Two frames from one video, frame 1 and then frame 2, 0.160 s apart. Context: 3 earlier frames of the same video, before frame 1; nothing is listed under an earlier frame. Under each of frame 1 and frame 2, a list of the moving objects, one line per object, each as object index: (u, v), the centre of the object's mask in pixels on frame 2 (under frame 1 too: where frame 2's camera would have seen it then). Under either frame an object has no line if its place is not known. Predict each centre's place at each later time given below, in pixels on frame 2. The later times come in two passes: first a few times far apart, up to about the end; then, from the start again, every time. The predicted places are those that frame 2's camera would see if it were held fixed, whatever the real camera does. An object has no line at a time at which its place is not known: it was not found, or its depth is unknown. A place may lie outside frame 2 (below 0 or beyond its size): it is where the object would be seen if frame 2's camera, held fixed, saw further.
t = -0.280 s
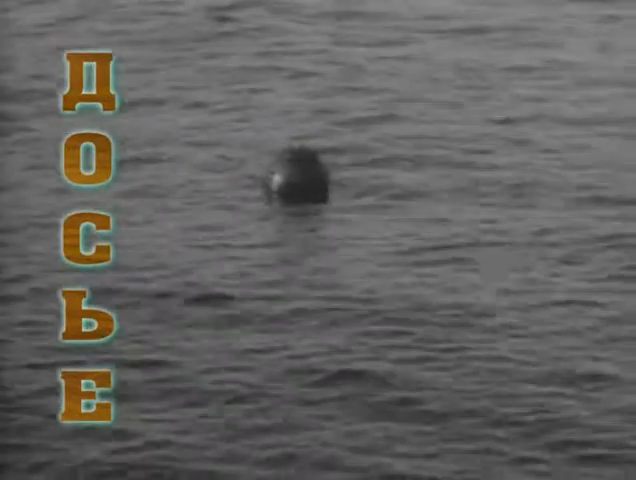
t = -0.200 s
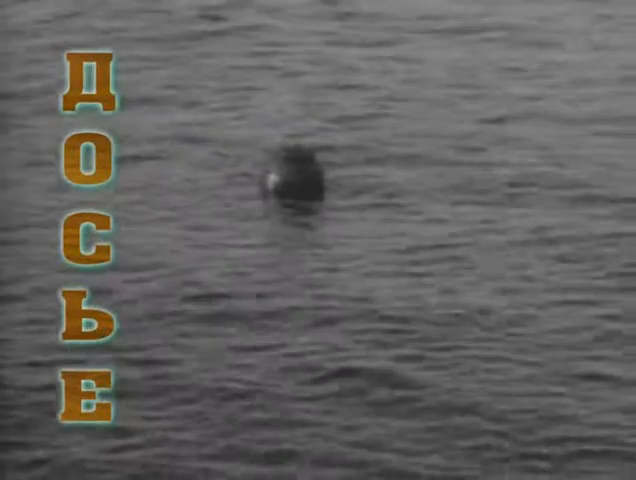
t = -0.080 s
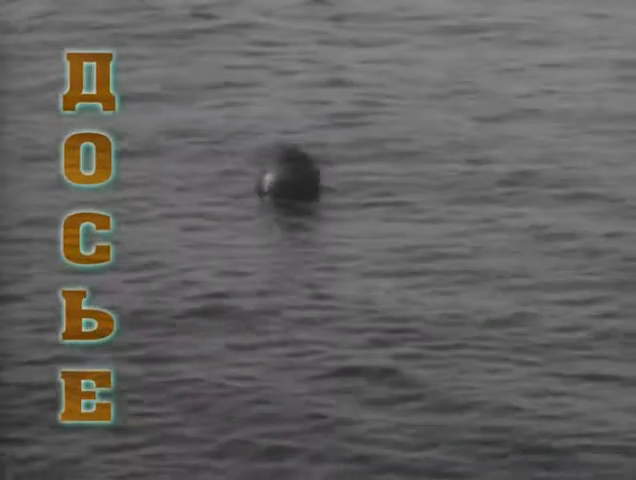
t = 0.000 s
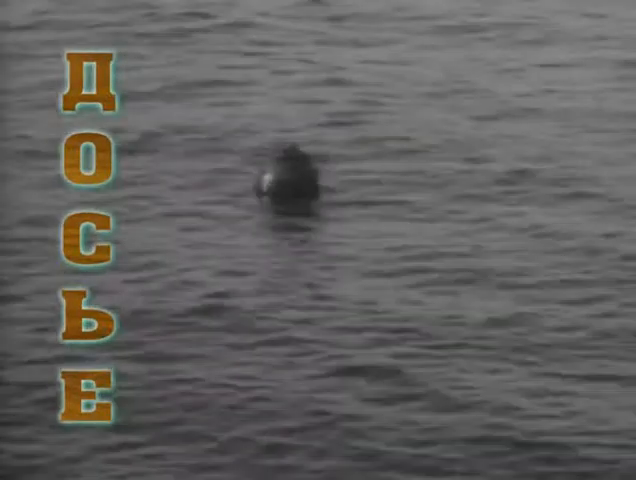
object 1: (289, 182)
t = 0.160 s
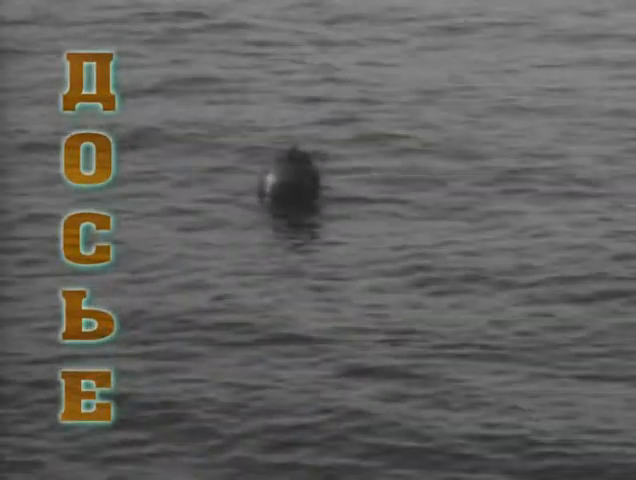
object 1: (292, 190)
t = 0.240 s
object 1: (293, 185)
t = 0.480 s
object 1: (293, 182)
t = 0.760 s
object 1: (298, 175)
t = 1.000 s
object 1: (308, 171)
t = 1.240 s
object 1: (322, 168)
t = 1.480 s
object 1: (334, 171)
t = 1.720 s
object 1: (337, 169)
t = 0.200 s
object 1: (291, 188)
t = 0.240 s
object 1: (293, 185)
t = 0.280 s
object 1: (294, 184)
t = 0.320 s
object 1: (293, 184)
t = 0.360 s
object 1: (294, 184)
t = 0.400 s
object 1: (294, 184)
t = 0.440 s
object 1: (293, 182)
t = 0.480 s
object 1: (293, 182)
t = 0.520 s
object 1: (293, 181)
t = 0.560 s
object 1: (293, 180)
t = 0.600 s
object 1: (293, 178)
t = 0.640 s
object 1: (293, 177)
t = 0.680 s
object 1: (294, 176)
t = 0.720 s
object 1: (295, 175)
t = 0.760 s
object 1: (298, 175)
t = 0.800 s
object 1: (298, 173)
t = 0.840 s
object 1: (302, 173)
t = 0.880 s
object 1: (303, 171)
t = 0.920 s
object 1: (306, 173)
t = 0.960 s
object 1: (307, 170)
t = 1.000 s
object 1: (308, 171)
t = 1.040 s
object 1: (309, 171)
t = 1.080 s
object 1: (311, 170)
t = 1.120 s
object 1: (314, 170)
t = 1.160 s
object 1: (317, 169)
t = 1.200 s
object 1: (319, 169)
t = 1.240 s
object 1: (322, 168)
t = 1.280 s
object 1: (324, 169)
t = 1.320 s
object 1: (327, 169)
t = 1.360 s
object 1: (329, 169)
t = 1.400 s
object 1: (330, 169)
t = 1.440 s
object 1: (332, 169)
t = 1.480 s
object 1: (334, 171)
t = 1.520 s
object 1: (334, 172)
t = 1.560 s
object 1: (335, 173)
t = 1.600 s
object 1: (335, 168)
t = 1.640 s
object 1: (336, 169)
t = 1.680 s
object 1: (337, 169)
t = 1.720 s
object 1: (337, 169)
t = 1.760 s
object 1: (339, 170)
